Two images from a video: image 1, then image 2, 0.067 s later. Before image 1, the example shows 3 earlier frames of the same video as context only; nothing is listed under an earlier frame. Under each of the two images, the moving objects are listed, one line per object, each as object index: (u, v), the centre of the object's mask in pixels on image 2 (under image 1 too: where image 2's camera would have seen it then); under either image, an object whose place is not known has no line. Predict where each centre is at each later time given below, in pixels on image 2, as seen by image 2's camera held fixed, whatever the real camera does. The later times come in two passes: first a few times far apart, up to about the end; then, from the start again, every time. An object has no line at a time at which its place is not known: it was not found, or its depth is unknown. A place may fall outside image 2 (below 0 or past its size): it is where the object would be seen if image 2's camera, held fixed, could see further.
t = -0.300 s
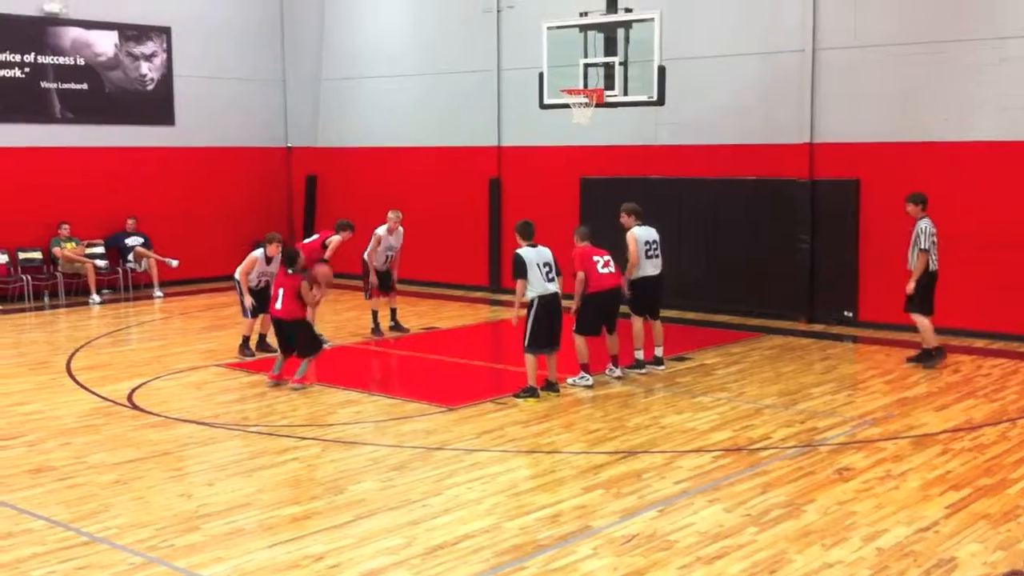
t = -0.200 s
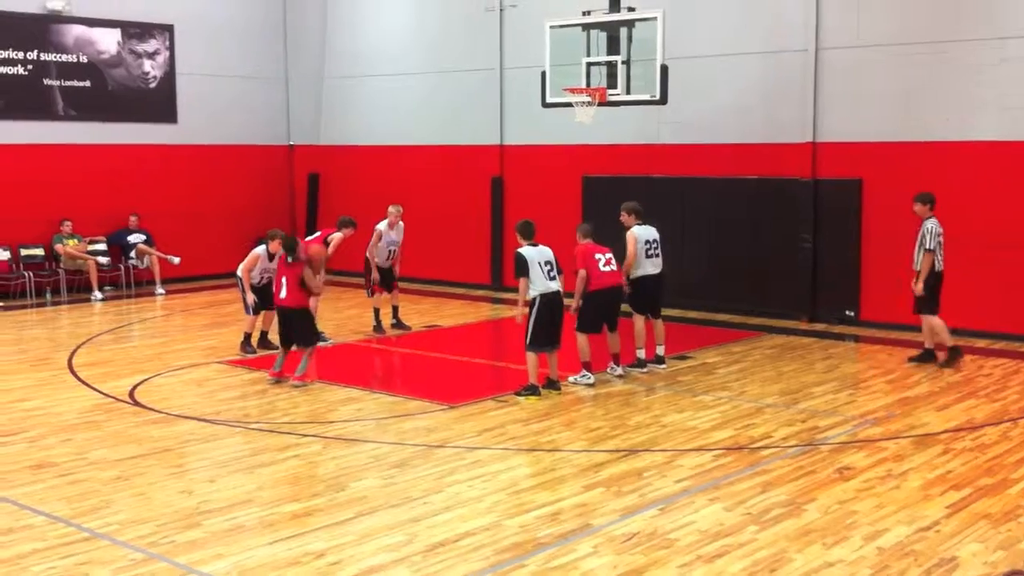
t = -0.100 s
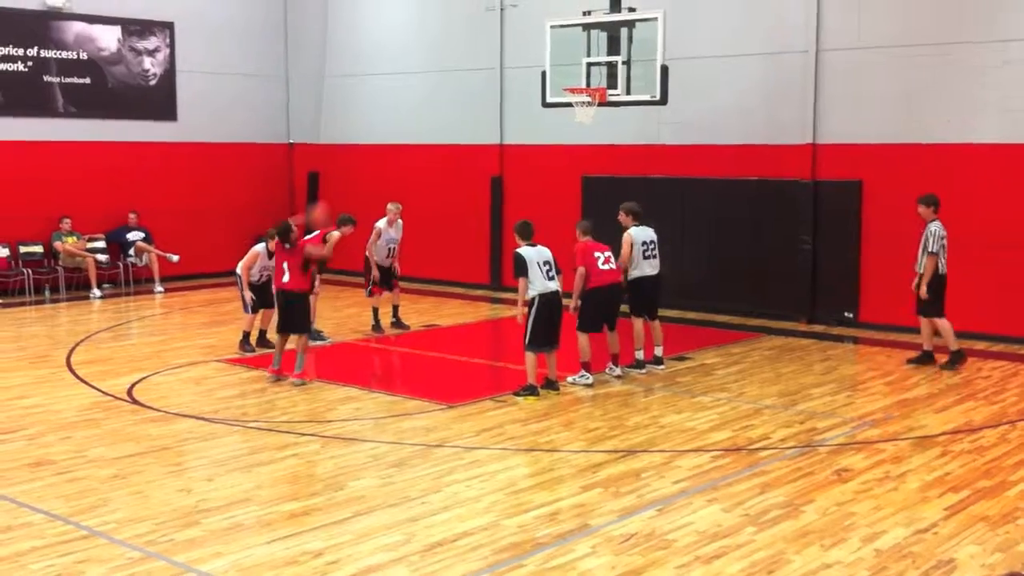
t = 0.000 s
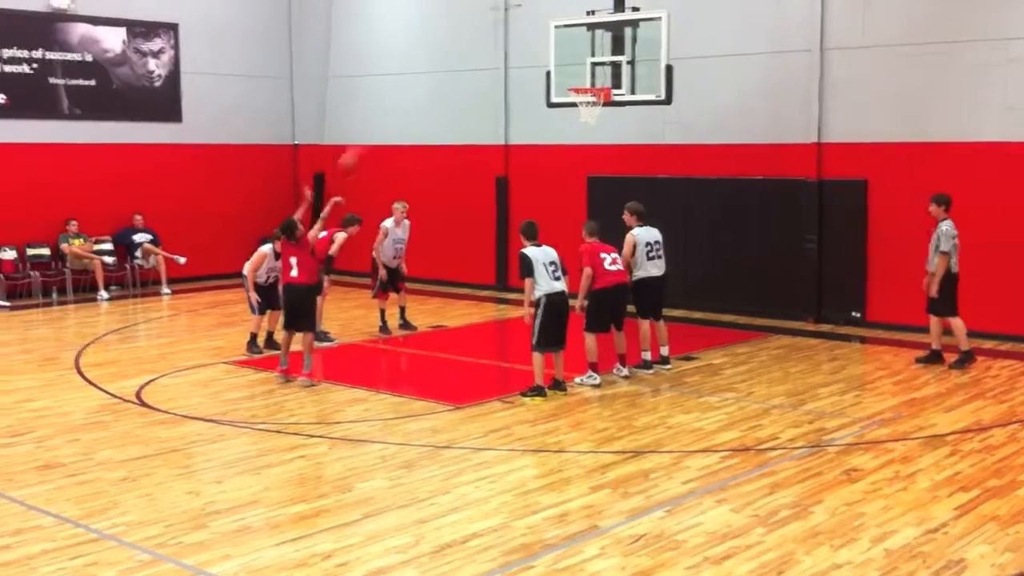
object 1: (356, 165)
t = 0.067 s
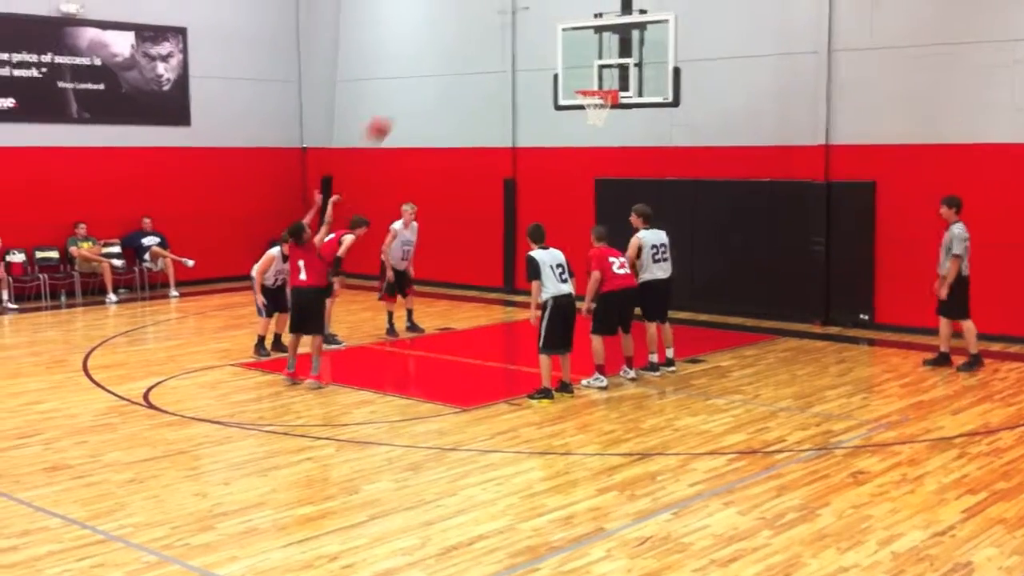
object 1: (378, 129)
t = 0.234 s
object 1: (423, 63)
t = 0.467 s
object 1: (480, 19)
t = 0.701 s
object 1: (533, 26)
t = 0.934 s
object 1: (581, 76)
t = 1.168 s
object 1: (605, 112)
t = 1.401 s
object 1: (599, 141)
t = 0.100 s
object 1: (387, 113)
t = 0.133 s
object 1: (396, 100)
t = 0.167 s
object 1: (405, 86)
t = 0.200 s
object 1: (414, 74)
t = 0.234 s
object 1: (423, 63)
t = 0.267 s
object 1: (431, 53)
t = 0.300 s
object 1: (440, 45)
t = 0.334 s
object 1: (448, 37)
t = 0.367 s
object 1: (456, 32)
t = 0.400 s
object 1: (465, 27)
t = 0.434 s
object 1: (472, 22)
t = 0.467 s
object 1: (480, 19)
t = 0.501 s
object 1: (487, 17)
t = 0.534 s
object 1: (495, 16)
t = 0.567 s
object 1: (503, 16)
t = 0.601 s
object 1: (510, 17)
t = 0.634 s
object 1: (518, 19)
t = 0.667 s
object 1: (525, 21)
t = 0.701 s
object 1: (533, 26)
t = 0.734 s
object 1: (541, 31)
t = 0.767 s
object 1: (547, 36)
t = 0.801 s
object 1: (554, 43)
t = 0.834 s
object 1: (561, 49)
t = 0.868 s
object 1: (568, 58)
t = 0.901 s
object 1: (574, 67)
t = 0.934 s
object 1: (581, 76)
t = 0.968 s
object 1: (586, 85)
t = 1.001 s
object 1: (593, 92)
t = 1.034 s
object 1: (599, 100)
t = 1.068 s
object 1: (602, 105)
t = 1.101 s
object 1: (605, 110)
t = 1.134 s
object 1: (606, 112)
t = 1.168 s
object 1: (605, 112)
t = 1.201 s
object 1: (604, 114)
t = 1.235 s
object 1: (604, 117)
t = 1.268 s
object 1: (602, 119)
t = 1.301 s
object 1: (602, 125)
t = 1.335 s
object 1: (600, 130)
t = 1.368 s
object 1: (600, 135)
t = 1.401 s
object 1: (599, 141)
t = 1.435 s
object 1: (597, 149)
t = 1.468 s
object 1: (596, 157)
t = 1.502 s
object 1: (594, 168)
